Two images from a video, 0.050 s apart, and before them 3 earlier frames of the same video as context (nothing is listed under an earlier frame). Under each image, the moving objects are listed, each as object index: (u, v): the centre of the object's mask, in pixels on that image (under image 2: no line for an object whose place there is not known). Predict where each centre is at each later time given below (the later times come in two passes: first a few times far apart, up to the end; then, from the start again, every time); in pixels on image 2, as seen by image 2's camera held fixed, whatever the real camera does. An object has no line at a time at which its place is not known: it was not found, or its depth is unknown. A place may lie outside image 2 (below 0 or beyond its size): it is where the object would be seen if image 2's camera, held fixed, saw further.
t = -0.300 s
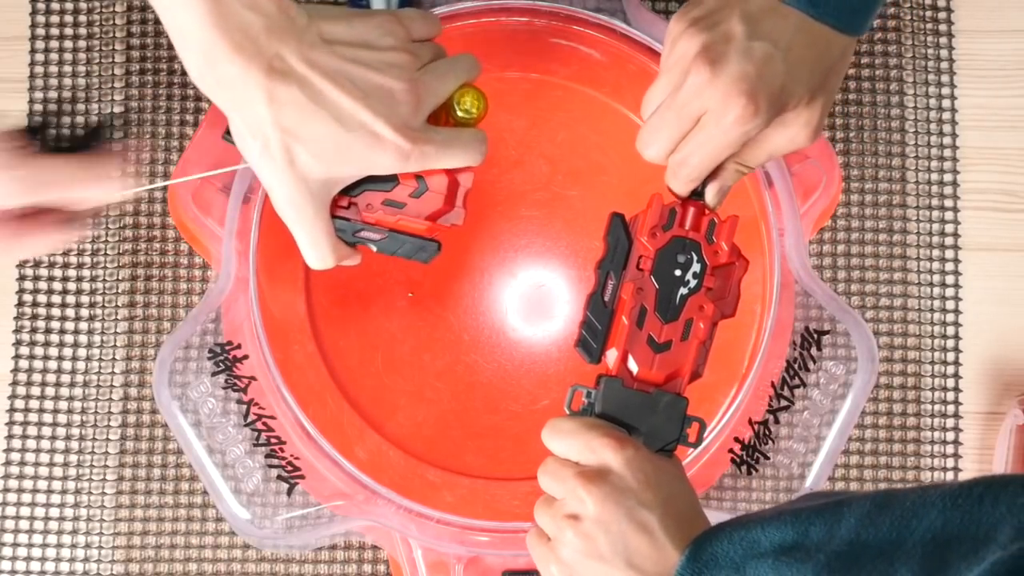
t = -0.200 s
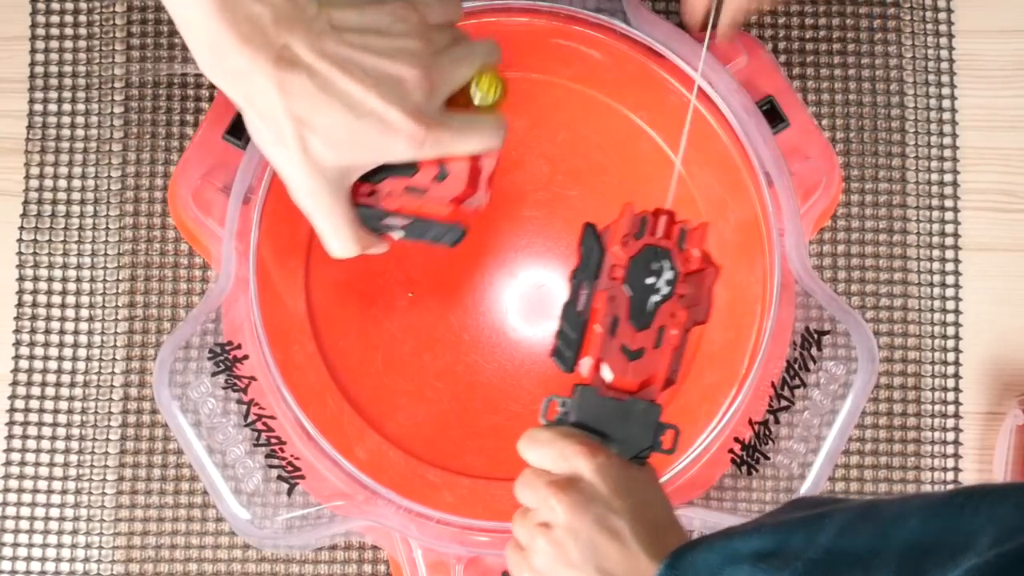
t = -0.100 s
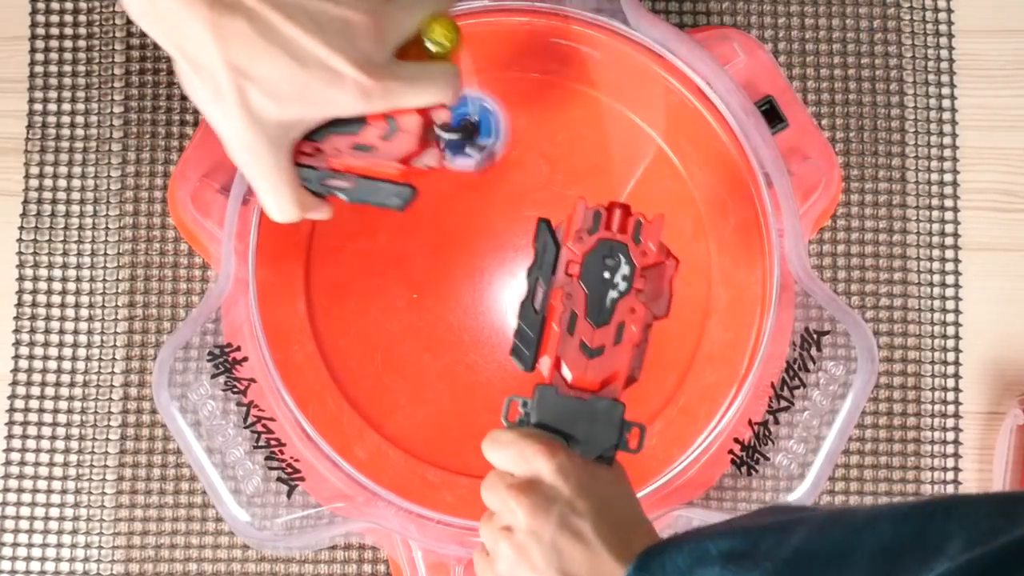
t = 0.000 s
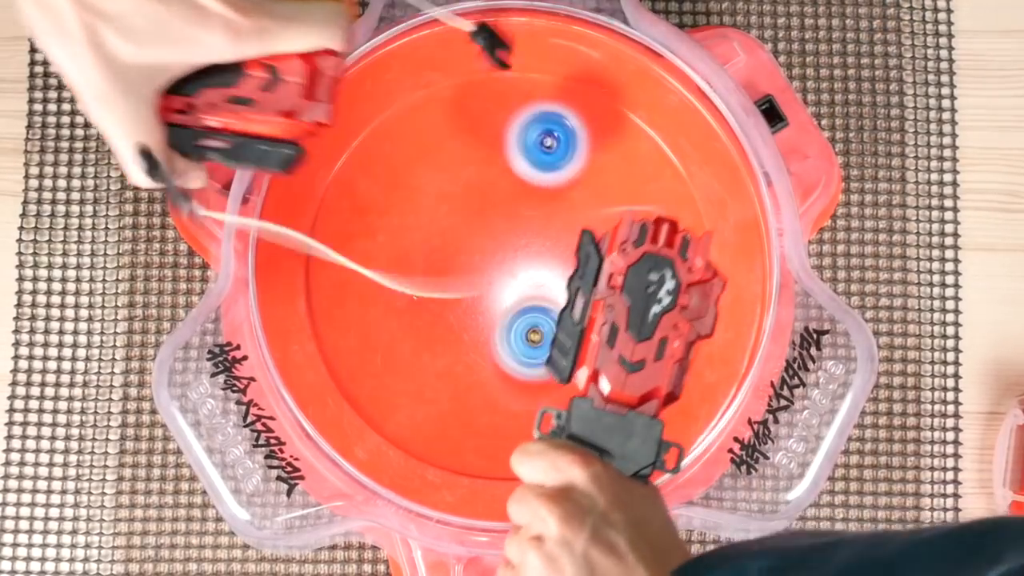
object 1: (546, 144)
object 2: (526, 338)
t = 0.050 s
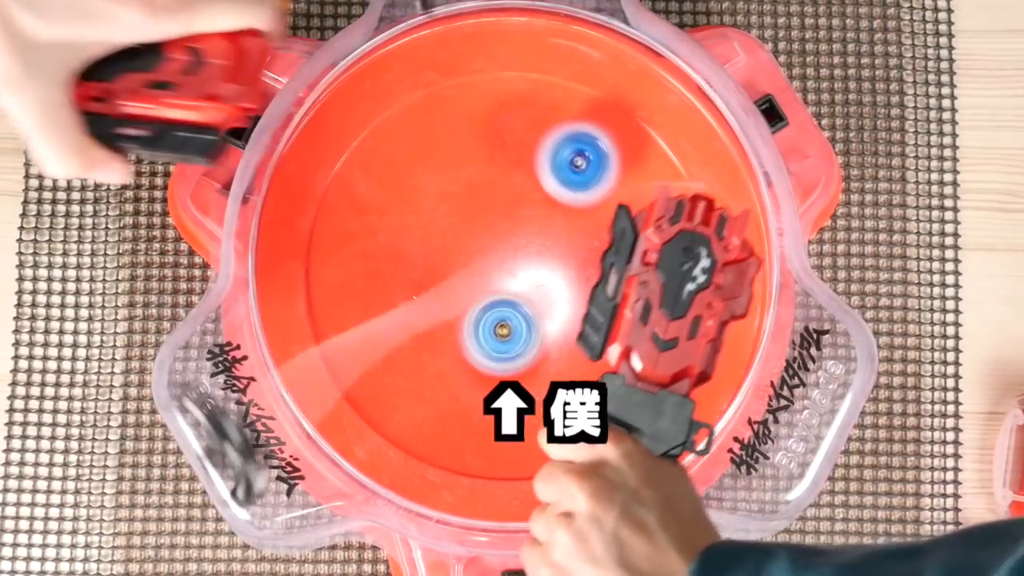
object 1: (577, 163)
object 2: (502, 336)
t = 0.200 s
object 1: (610, 225)
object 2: (441, 315)
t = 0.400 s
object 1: (569, 268)
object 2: (450, 301)
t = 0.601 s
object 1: (567, 249)
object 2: (473, 331)
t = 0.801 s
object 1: (572, 200)
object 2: (522, 329)
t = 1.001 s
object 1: (498, 190)
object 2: (524, 281)
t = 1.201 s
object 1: (454, 215)
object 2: (479, 297)
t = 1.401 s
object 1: (474, 253)
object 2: (493, 339)
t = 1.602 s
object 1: (550, 232)
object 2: (545, 321)
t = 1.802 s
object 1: (547, 173)
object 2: (528, 255)
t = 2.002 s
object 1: (472, 179)
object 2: (450, 263)
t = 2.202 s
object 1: (475, 258)
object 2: (450, 362)
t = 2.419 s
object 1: (581, 279)
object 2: (558, 364)
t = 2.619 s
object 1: (624, 171)
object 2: (571, 258)
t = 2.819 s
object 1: (527, 139)
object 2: (468, 207)
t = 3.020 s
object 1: (465, 255)
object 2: (381, 307)
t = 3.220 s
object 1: (551, 370)
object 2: (468, 401)
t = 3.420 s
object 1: (683, 326)
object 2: (575, 349)
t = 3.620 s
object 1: (653, 180)
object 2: (566, 232)
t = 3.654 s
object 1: (627, 164)
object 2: (553, 217)
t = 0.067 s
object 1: (585, 171)
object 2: (490, 334)
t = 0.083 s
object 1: (591, 177)
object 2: (480, 332)
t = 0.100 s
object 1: (596, 184)
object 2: (470, 331)
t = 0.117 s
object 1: (601, 190)
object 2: (462, 330)
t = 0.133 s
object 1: (604, 197)
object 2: (457, 327)
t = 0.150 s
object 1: (607, 205)
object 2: (453, 324)
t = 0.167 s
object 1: (609, 212)
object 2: (449, 321)
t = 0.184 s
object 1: (610, 218)
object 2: (445, 318)
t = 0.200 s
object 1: (610, 225)
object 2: (441, 315)
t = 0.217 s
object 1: (610, 231)
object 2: (439, 313)
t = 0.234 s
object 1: (608, 237)
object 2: (439, 310)
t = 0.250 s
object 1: (606, 242)
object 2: (438, 308)
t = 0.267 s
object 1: (604, 247)
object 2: (438, 306)
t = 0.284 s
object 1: (603, 248)
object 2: (439, 304)
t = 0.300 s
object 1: (596, 260)
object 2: (440, 303)
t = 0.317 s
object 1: (593, 258)
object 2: (441, 302)
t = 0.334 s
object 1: (589, 261)
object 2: (442, 301)
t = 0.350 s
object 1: (584, 263)
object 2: (444, 300)
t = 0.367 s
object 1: (579, 265)
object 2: (445, 300)
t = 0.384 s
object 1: (574, 267)
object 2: (447, 300)
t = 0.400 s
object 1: (569, 268)
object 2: (450, 301)
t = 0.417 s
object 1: (564, 269)
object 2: (453, 302)
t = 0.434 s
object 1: (559, 269)
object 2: (456, 303)
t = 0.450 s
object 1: (555, 269)
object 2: (459, 304)
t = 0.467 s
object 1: (551, 268)
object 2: (464, 305)
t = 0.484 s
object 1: (549, 268)
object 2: (467, 307)
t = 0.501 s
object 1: (549, 266)
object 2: (468, 309)
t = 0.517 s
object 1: (551, 264)
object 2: (469, 312)
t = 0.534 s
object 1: (554, 261)
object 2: (469, 316)
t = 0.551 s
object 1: (557, 258)
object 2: (470, 319)
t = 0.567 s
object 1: (560, 256)
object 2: (470, 323)
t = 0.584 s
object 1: (563, 252)
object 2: (471, 327)
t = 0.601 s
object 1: (567, 249)
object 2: (473, 331)
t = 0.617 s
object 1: (571, 245)
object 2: (476, 334)
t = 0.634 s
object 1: (574, 241)
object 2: (479, 337)
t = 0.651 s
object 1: (577, 237)
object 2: (482, 340)
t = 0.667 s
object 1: (580, 233)
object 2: (486, 342)
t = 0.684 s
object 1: (582, 228)
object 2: (491, 343)
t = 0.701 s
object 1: (583, 224)
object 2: (495, 343)
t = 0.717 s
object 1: (583, 219)
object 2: (500, 343)
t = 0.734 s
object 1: (583, 214)
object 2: (505, 341)
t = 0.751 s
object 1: (581, 210)
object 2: (509, 340)
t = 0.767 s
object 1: (579, 206)
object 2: (513, 337)
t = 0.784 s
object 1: (576, 203)
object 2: (517, 333)
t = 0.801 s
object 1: (572, 200)
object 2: (522, 329)
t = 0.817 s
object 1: (568, 197)
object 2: (525, 325)
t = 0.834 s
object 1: (564, 194)
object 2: (528, 320)
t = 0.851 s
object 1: (558, 191)
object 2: (530, 314)
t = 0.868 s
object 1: (552, 190)
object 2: (532, 308)
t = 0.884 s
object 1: (545, 189)
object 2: (533, 300)
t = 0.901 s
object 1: (538, 190)
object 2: (533, 296)
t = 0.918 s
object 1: (531, 192)
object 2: (533, 291)
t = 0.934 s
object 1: (524, 195)
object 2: (531, 284)
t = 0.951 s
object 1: (517, 197)
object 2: (530, 281)
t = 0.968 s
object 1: (511, 194)
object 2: (528, 281)
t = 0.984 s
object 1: (505, 189)
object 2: (526, 281)
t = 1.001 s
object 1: (498, 190)
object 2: (524, 281)
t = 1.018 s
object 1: (492, 190)
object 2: (521, 280)
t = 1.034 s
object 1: (486, 191)
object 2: (517, 279)
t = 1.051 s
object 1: (481, 192)
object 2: (513, 278)
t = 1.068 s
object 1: (477, 195)
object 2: (509, 277)
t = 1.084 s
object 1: (473, 199)
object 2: (504, 278)
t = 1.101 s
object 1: (469, 200)
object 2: (500, 279)
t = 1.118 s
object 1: (465, 201)
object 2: (496, 282)
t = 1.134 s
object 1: (461, 204)
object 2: (492, 284)
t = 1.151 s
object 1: (459, 207)
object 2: (489, 287)
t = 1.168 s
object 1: (457, 211)
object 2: (485, 290)
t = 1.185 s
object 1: (455, 213)
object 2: (482, 293)
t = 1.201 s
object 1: (454, 215)
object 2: (479, 297)
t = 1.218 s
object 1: (452, 218)
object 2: (476, 301)
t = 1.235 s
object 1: (452, 221)
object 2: (474, 305)
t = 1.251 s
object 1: (451, 224)
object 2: (474, 309)
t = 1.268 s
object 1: (451, 228)
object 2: (473, 314)
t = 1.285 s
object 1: (451, 231)
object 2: (473, 318)
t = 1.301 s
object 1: (453, 235)
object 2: (474, 322)
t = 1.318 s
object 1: (455, 238)
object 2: (476, 325)
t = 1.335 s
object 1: (458, 241)
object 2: (478, 329)
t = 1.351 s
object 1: (461, 245)
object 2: (481, 332)
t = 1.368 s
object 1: (464, 248)
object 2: (485, 335)
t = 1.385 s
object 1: (469, 251)
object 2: (489, 337)
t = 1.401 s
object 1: (474, 253)
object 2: (493, 339)
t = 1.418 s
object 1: (479, 255)
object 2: (498, 341)
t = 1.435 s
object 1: (485, 256)
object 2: (503, 343)
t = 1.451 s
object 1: (492, 256)
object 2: (508, 343)
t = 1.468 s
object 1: (499, 256)
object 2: (513, 343)
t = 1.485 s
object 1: (506, 255)
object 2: (518, 343)
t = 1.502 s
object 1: (514, 253)
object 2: (523, 342)
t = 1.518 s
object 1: (521, 251)
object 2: (528, 340)
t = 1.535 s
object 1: (528, 248)
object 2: (532, 337)
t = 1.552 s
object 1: (534, 245)
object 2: (536, 333)
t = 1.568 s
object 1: (540, 241)
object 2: (540, 330)
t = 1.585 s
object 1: (545, 237)
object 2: (543, 325)
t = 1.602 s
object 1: (550, 232)
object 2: (545, 321)
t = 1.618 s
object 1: (554, 228)
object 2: (547, 315)
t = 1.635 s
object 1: (557, 223)
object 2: (548, 310)
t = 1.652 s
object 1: (559, 218)
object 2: (549, 305)
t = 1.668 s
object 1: (561, 213)
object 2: (549, 299)
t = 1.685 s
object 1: (562, 208)
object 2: (549, 293)
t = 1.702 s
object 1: (562, 202)
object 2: (548, 288)
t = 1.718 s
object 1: (561, 196)
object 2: (547, 283)
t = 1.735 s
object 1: (560, 191)
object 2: (544, 277)
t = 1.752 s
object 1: (557, 186)
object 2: (541, 271)
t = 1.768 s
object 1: (554, 182)
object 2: (538, 266)
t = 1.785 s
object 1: (551, 177)
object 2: (533, 260)
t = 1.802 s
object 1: (547, 173)
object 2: (528, 255)
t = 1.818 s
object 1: (543, 169)
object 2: (522, 252)
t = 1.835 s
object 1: (537, 165)
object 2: (516, 249)
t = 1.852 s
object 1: (531, 163)
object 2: (509, 247)
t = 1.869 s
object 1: (525, 161)
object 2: (503, 245)
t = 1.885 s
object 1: (519, 161)
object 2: (496, 245)
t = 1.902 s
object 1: (512, 161)
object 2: (488, 245)
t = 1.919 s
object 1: (506, 162)
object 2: (481, 246)
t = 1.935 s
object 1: (499, 164)
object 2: (474, 247)
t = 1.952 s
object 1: (492, 167)
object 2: (468, 250)
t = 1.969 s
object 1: (485, 170)
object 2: (461, 253)
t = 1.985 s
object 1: (478, 175)
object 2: (455, 258)
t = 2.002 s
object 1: (472, 179)
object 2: (450, 263)
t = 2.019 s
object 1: (466, 183)
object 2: (445, 270)
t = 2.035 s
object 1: (461, 189)
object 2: (441, 277)
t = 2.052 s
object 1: (458, 197)
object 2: (438, 284)
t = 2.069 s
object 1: (455, 205)
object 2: (436, 291)
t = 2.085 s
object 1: (454, 212)
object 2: (434, 299)
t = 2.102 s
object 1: (454, 218)
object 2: (433, 309)
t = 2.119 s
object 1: (455, 225)
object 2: (433, 319)
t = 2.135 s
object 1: (457, 231)
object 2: (433, 328)
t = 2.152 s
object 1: (461, 238)
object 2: (436, 337)
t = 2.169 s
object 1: (465, 245)
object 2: (439, 346)
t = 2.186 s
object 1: (469, 252)
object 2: (444, 354)
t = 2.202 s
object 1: (475, 258)
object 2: (450, 362)
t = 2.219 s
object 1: (480, 265)
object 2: (457, 370)
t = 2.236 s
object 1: (487, 271)
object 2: (464, 376)
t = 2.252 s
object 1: (495, 276)
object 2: (473, 381)
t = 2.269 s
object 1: (502, 281)
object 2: (481, 385)
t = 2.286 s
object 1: (510, 284)
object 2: (489, 387)
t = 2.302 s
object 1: (519, 287)
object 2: (498, 388)
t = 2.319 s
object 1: (529, 289)
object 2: (508, 388)
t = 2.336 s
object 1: (536, 290)
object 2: (517, 387)
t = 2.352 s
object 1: (545, 291)
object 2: (527, 383)
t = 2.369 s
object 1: (554, 290)
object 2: (536, 378)
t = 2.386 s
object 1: (563, 289)
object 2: (545, 373)
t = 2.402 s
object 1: (572, 285)
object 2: (552, 368)
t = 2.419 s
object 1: (581, 279)
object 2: (558, 364)
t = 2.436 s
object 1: (590, 272)
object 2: (564, 358)
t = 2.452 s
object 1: (597, 265)
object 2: (569, 351)
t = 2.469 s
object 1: (603, 257)
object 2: (573, 344)
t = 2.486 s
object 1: (609, 249)
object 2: (576, 335)
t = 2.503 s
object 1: (614, 240)
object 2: (579, 327)
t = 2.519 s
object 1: (619, 230)
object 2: (581, 318)
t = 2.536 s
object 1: (623, 220)
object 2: (582, 308)
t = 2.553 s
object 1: (626, 210)
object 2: (582, 297)
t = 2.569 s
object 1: (627, 200)
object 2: (581, 288)
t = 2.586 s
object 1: (628, 190)
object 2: (578, 277)
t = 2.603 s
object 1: (627, 180)
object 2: (576, 268)
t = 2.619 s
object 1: (624, 171)
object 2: (571, 258)
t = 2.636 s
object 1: (620, 163)
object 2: (566, 249)
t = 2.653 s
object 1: (614, 156)
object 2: (560, 241)
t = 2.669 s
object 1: (608, 150)
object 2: (554, 233)
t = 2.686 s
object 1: (601, 145)
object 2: (547, 227)
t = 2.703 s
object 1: (593, 141)
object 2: (539, 221)
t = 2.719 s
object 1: (584, 139)
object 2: (531, 216)
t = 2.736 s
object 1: (575, 137)
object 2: (523, 211)
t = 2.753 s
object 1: (565, 137)
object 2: (514, 207)
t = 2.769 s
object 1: (554, 138)
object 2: (504, 204)
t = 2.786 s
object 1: (545, 138)
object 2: (492, 204)
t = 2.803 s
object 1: (536, 138)
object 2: (480, 205)
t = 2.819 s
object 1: (527, 139)
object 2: (468, 207)
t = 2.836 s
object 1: (517, 142)
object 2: (456, 210)
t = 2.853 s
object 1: (508, 146)
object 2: (444, 214)
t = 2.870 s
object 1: (500, 153)
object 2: (433, 219)
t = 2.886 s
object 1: (491, 160)
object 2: (423, 225)
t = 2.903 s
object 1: (485, 169)
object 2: (413, 233)
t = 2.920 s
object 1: (478, 179)
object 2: (405, 241)
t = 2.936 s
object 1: (473, 190)
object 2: (398, 250)
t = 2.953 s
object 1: (469, 202)
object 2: (391, 261)
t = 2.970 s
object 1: (466, 215)
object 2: (387, 271)
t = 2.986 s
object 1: (465, 229)
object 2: (384, 282)
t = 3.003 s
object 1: (465, 241)
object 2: (381, 294)
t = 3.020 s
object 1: (465, 255)
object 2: (381, 307)
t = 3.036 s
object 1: (467, 269)
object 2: (382, 318)
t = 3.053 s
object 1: (470, 282)
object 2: (385, 330)
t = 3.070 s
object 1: (474, 296)
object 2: (389, 341)
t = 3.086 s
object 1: (479, 307)
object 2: (394, 352)
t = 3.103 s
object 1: (486, 320)
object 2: (400, 361)
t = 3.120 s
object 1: (493, 330)
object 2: (408, 370)
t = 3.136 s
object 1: (502, 340)
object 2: (417, 378)
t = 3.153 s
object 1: (511, 348)
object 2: (426, 385)
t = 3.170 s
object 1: (520, 354)
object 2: (436, 391)
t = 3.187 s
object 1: (530, 361)
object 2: (446, 395)
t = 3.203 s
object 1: (540, 366)
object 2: (457, 399)
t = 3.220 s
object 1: (551, 370)
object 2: (468, 401)
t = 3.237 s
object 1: (563, 373)
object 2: (480, 403)
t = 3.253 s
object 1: (574, 375)
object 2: (491, 403)
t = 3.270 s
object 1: (587, 375)
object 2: (501, 403)
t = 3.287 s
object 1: (598, 374)
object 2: (512, 401)
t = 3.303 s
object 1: (611, 371)
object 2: (523, 399)
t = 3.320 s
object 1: (622, 368)
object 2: (532, 395)
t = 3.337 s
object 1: (634, 364)
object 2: (542, 390)
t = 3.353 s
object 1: (645, 358)
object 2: (551, 383)
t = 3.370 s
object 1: (656, 351)
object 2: (558, 376)
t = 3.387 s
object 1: (666, 344)
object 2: (565, 368)
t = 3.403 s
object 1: (675, 335)
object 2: (570, 359)
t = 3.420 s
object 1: (683, 326)
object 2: (575, 349)
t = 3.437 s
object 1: (690, 316)
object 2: (578, 340)
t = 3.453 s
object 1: (696, 304)
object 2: (582, 330)
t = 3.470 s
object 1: (700, 292)
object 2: (584, 321)
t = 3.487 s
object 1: (702, 279)
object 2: (586, 310)
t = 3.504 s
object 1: (701, 267)
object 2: (586, 301)
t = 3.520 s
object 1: (698, 254)
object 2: (586, 290)
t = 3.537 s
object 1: (694, 241)
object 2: (585, 281)
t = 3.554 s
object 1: (689, 227)
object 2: (583, 270)
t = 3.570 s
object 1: (682, 215)
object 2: (579, 260)
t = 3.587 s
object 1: (674, 202)
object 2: (576, 250)
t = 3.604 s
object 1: (664, 191)
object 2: (571, 242)
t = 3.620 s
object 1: (653, 180)
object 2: (566, 232)
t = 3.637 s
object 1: (641, 171)
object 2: (560, 225)
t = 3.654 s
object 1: (627, 164)
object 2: (553, 217)
